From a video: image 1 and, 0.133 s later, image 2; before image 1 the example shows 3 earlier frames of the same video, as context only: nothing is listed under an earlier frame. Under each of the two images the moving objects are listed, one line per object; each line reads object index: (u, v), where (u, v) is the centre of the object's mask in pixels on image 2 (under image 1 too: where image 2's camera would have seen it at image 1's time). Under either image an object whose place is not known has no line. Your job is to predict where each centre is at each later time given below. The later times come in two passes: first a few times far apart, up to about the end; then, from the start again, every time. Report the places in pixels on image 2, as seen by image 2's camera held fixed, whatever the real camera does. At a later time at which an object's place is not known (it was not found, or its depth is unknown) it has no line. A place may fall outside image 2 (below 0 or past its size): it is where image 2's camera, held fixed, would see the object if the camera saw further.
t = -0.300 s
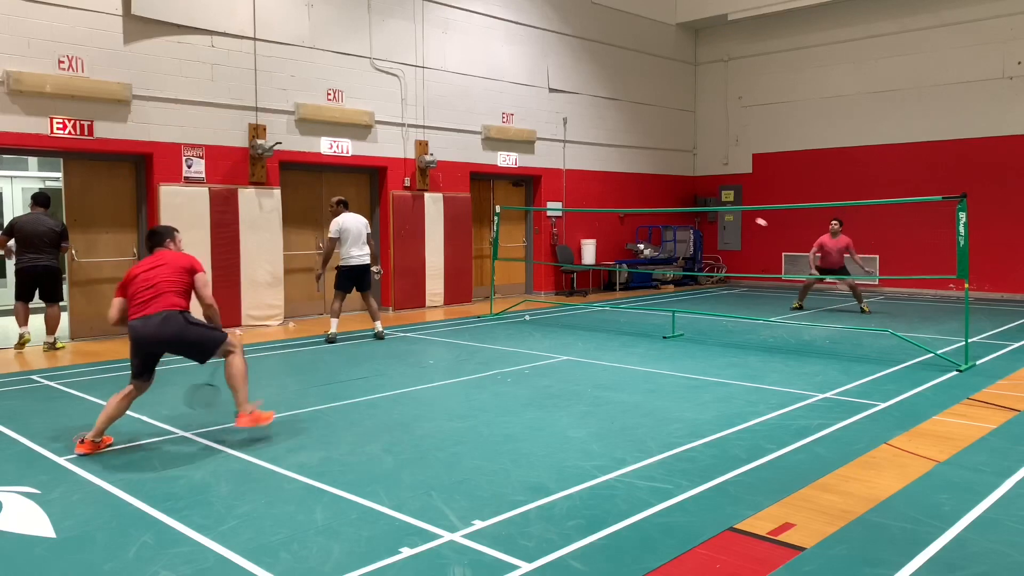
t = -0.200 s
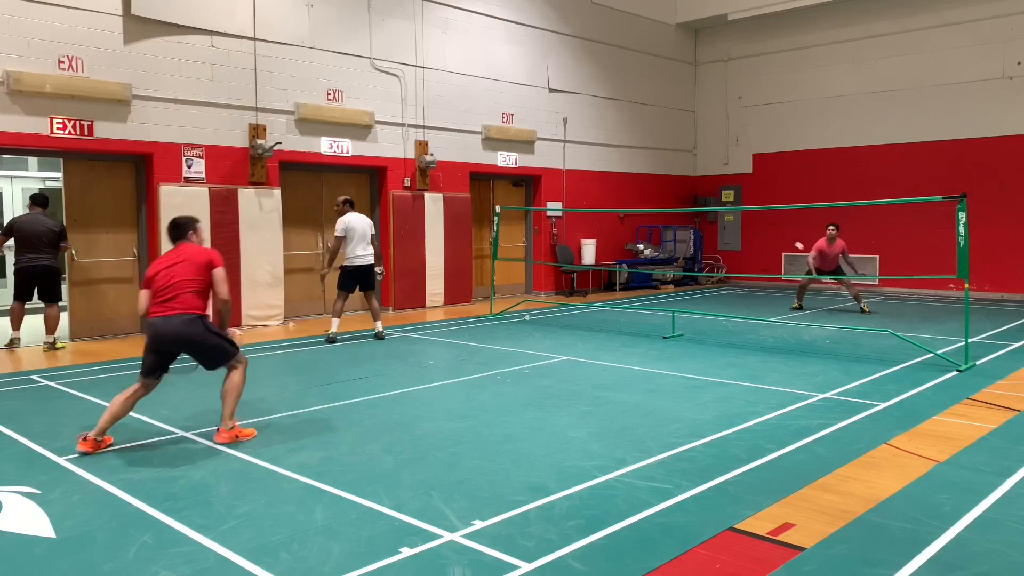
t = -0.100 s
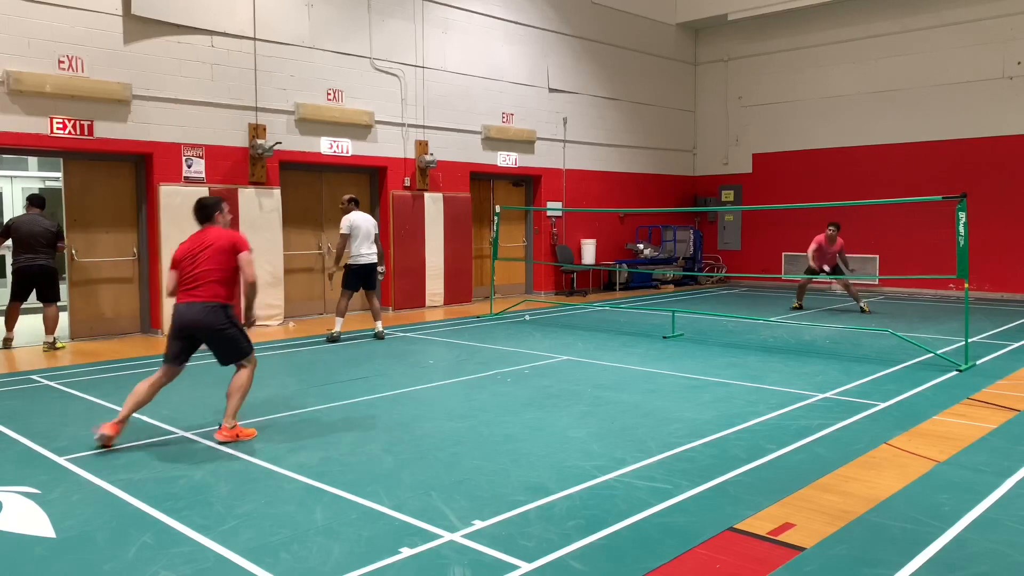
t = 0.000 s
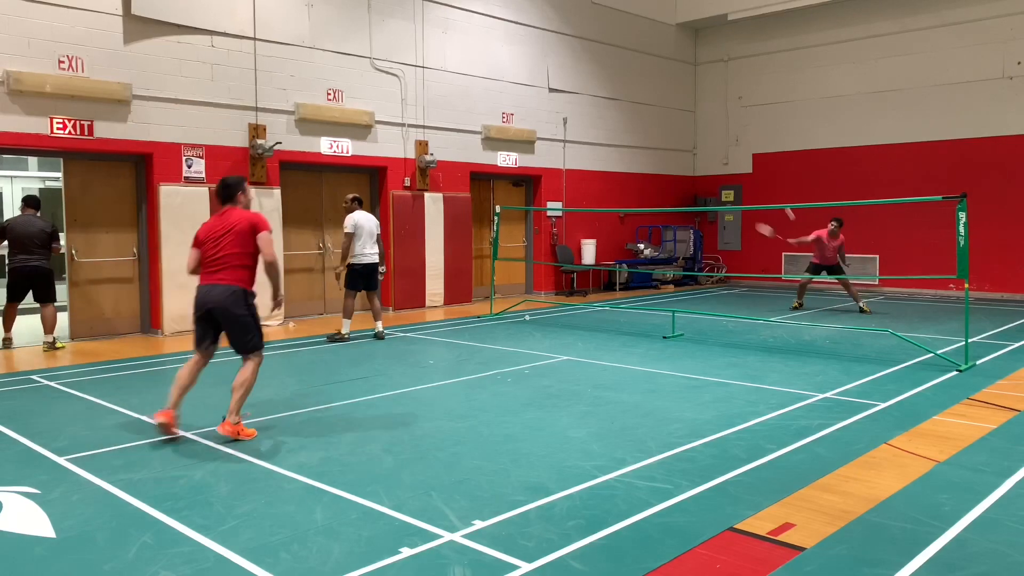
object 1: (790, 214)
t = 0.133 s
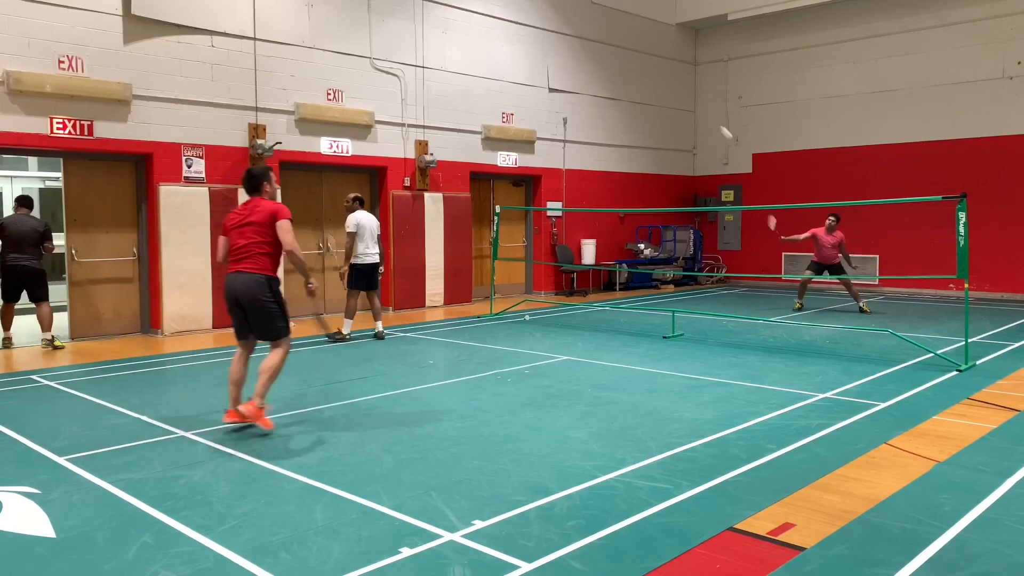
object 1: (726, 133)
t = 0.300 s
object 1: (657, 68)
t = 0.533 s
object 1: (566, 31)
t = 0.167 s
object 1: (711, 117)
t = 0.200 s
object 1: (697, 103)
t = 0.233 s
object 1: (683, 90)
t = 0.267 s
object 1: (670, 78)
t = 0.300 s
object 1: (657, 68)
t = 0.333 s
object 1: (643, 59)
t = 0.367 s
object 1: (630, 51)
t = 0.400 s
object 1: (617, 45)
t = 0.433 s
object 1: (604, 40)
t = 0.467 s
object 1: (591, 36)
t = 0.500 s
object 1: (578, 33)
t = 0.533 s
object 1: (566, 31)
